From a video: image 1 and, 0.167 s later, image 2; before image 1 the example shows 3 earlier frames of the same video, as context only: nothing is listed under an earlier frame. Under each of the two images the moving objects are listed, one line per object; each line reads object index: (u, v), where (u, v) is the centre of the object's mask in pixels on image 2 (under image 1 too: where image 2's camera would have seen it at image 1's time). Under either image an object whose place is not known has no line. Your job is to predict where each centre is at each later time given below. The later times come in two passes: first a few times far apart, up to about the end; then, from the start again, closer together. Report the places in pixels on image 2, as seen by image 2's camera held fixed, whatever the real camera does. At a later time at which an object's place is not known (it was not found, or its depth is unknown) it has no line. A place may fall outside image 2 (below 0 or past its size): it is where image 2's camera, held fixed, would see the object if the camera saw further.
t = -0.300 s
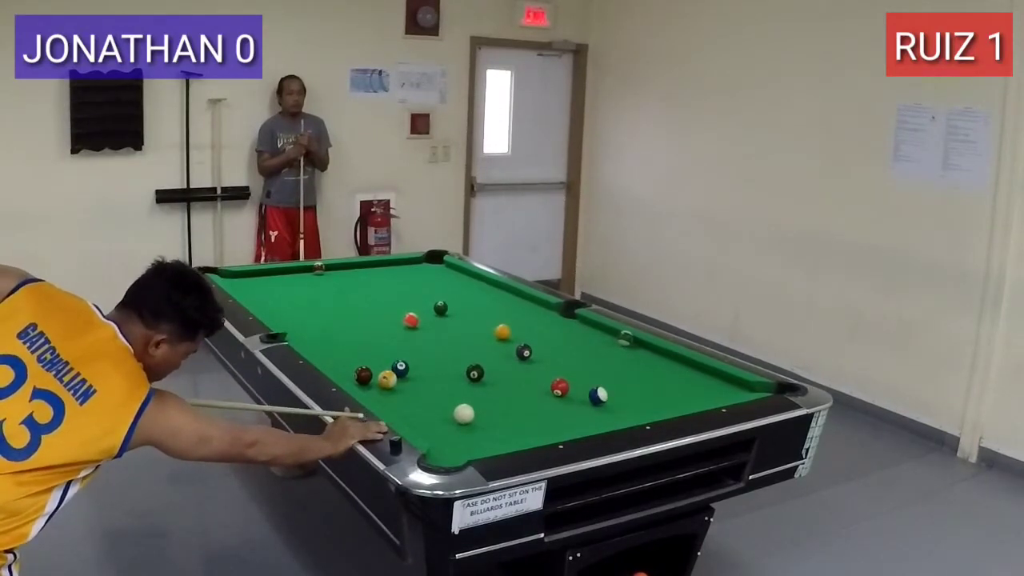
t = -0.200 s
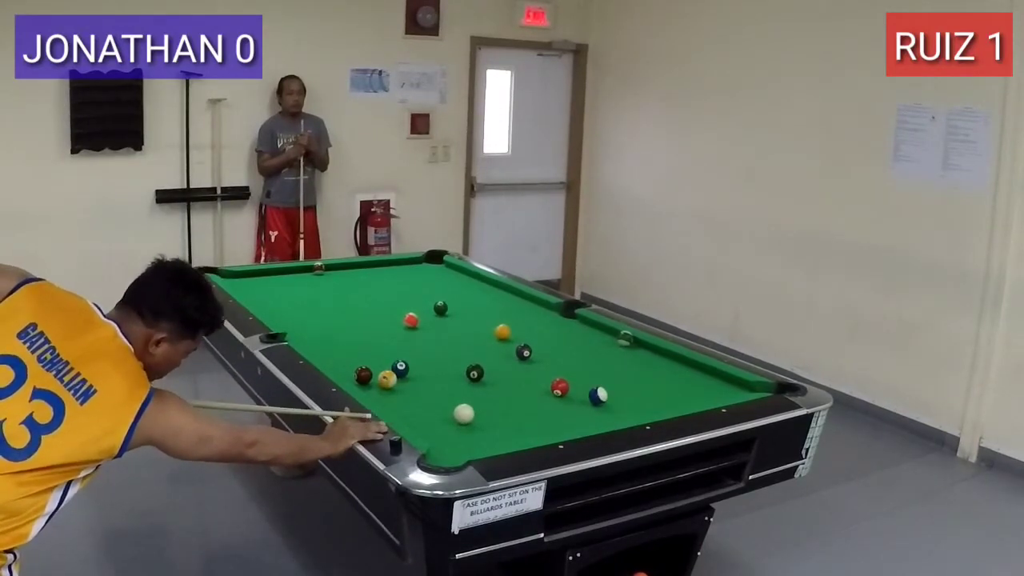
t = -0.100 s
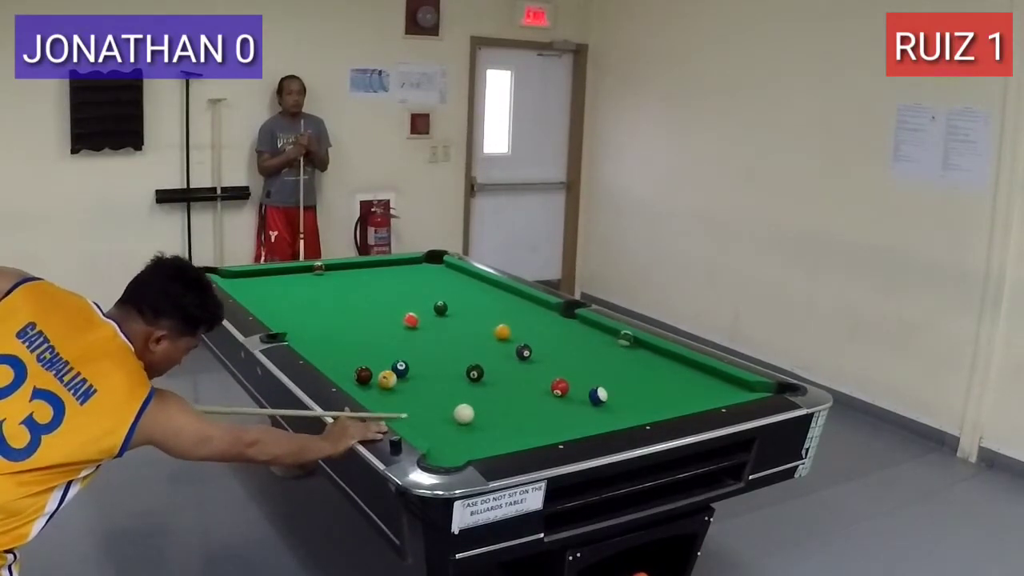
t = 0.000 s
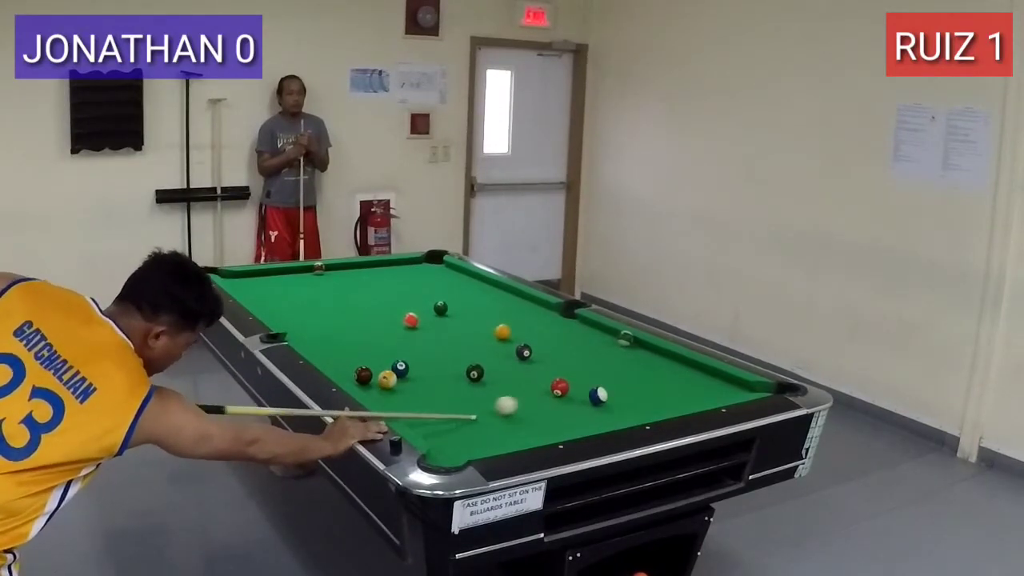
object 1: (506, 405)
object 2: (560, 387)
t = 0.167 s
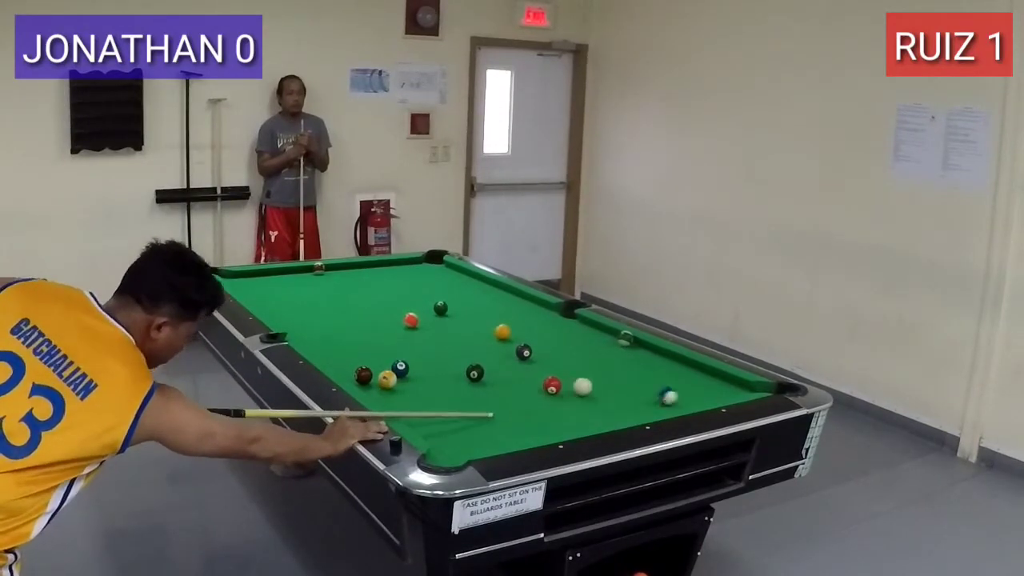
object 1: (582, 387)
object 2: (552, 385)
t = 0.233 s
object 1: (587, 382)
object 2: (544, 383)
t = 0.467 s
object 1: (601, 369)
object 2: (518, 377)
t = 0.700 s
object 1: (613, 358)
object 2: (494, 370)
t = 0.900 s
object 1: (622, 349)
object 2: (476, 362)
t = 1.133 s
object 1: (632, 342)
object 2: (456, 360)
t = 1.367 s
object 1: (627, 340)
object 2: (438, 356)
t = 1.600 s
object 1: (618, 340)
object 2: (423, 352)
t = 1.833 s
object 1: (611, 339)
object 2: (410, 343)
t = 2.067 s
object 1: (605, 338)
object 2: (399, 345)
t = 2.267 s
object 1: (601, 338)
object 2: (392, 343)
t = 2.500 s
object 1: (597, 337)
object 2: (384, 340)
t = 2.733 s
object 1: (595, 337)
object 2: (377, 338)
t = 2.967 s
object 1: (594, 337)
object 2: (372, 337)
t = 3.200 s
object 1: (594, 337)
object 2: (368, 336)
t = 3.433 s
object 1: (594, 337)
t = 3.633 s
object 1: (594, 336)
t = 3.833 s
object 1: (594, 336)
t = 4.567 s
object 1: (594, 337)
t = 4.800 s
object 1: (594, 337)
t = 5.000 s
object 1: (594, 336)
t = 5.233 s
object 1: (594, 336)
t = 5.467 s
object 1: (594, 336)
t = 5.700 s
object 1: (594, 337)
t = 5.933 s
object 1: (594, 337)
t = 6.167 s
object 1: (594, 337)
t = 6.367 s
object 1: (594, 337)
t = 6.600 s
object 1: (594, 337)
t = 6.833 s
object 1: (594, 337)
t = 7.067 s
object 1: (594, 337)
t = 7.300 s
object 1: (594, 337)
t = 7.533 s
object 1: (594, 337)
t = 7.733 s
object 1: (594, 337)
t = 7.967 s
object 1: (594, 337)
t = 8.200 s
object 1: (594, 337)
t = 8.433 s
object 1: (594, 337)
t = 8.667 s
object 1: (594, 337)
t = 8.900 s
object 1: (594, 337)
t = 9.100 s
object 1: (594, 337)
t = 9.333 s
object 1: (594, 336)
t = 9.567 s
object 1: (594, 337)
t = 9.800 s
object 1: (594, 337)
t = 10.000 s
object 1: (594, 337)
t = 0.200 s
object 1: (585, 384)
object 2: (548, 384)
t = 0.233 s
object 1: (587, 382)
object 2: (544, 383)
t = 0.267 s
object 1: (589, 380)
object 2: (540, 382)
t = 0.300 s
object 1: (592, 379)
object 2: (536, 381)
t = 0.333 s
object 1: (594, 377)
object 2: (532, 380)
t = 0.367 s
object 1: (595, 375)
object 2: (528, 379)
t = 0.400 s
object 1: (597, 373)
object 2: (525, 379)
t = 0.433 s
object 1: (599, 371)
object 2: (521, 378)
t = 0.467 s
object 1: (601, 369)
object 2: (518, 377)
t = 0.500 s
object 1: (603, 368)
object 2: (514, 376)
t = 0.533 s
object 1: (605, 366)
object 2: (511, 374)
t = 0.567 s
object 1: (606, 364)
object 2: (507, 374)
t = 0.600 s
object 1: (608, 362)
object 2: (504, 373)
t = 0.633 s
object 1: (610, 361)
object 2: (500, 371)
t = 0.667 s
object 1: (612, 359)
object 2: (497, 371)
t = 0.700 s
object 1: (613, 358)
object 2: (494, 370)
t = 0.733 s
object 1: (615, 356)
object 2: (491, 369)
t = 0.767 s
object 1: (616, 355)
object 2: (489, 368)
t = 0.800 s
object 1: (618, 353)
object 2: (486, 367)
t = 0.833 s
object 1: (619, 352)
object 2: (483, 365)
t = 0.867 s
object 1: (621, 350)
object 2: (481, 364)
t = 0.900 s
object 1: (622, 349)
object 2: (476, 362)
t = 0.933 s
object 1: (624, 347)
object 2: (472, 361)
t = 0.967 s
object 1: (625, 346)
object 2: (469, 362)
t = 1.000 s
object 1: (626, 345)
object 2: (466, 362)
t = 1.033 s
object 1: (627, 343)
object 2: (465, 362)
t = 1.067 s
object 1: (629, 342)
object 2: (462, 361)
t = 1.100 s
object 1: (630, 342)
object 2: (459, 361)
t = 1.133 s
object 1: (632, 342)
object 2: (456, 360)
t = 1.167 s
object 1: (634, 341)
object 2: (453, 360)
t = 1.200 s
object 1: (635, 341)
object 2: (451, 359)
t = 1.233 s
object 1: (633, 341)
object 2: (448, 358)
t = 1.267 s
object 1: (632, 341)
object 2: (446, 357)
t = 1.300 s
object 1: (630, 341)
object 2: (443, 357)
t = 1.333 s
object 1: (629, 341)
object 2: (441, 356)
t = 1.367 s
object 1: (627, 340)
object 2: (438, 356)
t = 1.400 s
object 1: (626, 340)
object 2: (436, 355)
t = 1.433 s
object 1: (624, 340)
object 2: (434, 355)
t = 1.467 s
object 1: (623, 340)
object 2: (432, 354)
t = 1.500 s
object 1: (622, 340)
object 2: (430, 354)
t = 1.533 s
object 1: (620, 340)
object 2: (428, 353)
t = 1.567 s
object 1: (619, 340)
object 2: (426, 353)
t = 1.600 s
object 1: (618, 340)
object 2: (423, 352)
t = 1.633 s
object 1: (617, 340)
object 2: (422, 351)
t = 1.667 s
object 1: (616, 340)
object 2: (420, 351)
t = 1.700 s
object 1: (615, 340)
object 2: (418, 350)
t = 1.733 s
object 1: (614, 339)
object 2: (416, 349)
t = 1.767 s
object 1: (613, 339)
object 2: (414, 349)
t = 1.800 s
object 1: (612, 339)
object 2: (412, 347)
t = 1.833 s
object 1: (611, 339)
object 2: (410, 343)
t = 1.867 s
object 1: (610, 339)
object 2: (409, 350)
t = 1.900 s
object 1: (609, 339)
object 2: (407, 347)
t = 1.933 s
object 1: (608, 339)
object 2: (406, 347)
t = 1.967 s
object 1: (607, 339)
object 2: (404, 346)
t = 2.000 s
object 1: (606, 339)
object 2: (403, 346)
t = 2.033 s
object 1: (605, 338)
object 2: (401, 345)
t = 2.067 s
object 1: (605, 338)
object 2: (399, 345)
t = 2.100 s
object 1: (604, 338)
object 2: (398, 345)
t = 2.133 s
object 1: (603, 338)
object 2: (397, 344)
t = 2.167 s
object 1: (603, 338)
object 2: (395, 344)
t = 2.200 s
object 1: (602, 338)
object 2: (394, 344)
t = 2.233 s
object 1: (601, 338)
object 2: (393, 343)
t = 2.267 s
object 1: (601, 338)
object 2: (392, 343)
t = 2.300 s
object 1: (600, 338)
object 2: (390, 342)
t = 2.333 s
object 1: (600, 338)
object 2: (389, 342)
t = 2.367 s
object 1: (599, 338)
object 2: (388, 342)
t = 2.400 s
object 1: (598, 337)
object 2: (387, 342)
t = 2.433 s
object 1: (598, 337)
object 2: (386, 341)
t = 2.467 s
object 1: (598, 337)
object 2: (385, 341)
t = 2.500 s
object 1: (597, 337)
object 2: (384, 340)
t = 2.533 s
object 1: (597, 337)
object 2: (382, 340)
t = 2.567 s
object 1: (596, 337)
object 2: (382, 340)
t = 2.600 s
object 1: (596, 337)
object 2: (381, 339)
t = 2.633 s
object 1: (595, 337)
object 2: (380, 339)
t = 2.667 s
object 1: (595, 337)
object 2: (379, 339)
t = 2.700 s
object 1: (595, 337)
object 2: (378, 339)
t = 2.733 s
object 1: (595, 337)
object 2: (377, 338)
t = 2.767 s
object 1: (595, 337)
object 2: (376, 338)
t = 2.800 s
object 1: (594, 337)
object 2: (375, 338)
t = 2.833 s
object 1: (594, 337)
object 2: (375, 338)
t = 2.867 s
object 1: (594, 337)
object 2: (374, 338)
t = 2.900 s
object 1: (594, 337)
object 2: (373, 338)
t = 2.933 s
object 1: (594, 337)
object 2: (373, 337)
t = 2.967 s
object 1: (594, 337)
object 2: (372, 337)
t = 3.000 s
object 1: (594, 337)
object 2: (371, 337)
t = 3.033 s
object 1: (594, 337)
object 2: (371, 337)
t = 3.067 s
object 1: (594, 337)
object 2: (370, 336)
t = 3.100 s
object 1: (594, 337)
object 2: (370, 336)
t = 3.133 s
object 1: (594, 337)
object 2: (369, 336)
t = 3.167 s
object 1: (594, 337)
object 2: (369, 336)
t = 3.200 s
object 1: (594, 337)
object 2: (368, 336)
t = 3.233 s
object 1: (594, 337)
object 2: (368, 336)
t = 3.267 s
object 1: (594, 337)
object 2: (367, 336)
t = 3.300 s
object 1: (594, 337)
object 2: (367, 335)
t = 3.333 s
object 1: (594, 337)
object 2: (367, 335)
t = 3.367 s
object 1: (594, 337)
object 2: (367, 335)
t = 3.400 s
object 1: (594, 337)
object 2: (370, 335)
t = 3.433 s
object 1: (594, 337)
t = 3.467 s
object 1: (594, 337)
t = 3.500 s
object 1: (594, 337)
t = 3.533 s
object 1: (594, 337)
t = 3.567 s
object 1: (594, 337)
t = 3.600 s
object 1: (594, 336)
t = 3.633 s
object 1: (594, 336)
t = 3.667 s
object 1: (594, 336)
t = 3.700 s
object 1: (594, 337)
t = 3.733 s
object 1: (594, 336)
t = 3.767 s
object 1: (594, 336)
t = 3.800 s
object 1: (594, 336)
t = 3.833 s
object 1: (594, 336)
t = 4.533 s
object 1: (594, 337)
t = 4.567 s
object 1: (594, 337)
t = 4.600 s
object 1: (594, 337)
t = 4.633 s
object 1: (594, 337)
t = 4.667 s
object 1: (594, 337)
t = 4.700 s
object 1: (594, 337)
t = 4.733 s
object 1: (594, 336)
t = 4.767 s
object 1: (594, 336)
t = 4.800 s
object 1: (594, 337)
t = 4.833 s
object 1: (594, 336)
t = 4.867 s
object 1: (594, 337)
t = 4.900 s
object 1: (594, 337)
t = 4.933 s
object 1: (594, 337)
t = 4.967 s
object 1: (594, 337)
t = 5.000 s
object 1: (594, 336)
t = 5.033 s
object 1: (594, 337)
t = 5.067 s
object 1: (594, 337)
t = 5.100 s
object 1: (594, 336)
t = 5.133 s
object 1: (594, 336)
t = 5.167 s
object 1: (594, 336)
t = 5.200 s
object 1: (594, 336)
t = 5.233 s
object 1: (594, 336)
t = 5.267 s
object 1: (594, 336)
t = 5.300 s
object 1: (594, 336)
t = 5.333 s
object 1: (594, 336)
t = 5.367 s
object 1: (594, 337)
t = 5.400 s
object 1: (594, 336)
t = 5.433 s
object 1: (594, 336)
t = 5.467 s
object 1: (594, 336)
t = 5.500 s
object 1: (594, 336)
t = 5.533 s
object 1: (594, 336)
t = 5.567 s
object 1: (594, 336)
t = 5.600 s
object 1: (594, 336)
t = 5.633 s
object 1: (594, 336)
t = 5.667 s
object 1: (594, 336)
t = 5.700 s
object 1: (594, 337)
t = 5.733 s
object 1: (594, 337)
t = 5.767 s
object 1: (594, 337)
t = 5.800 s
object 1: (594, 337)
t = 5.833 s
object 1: (594, 336)
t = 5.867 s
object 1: (594, 337)
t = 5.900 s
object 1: (594, 337)
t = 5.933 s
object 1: (594, 337)
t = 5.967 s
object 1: (594, 337)
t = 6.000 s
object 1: (594, 337)
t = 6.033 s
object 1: (594, 337)
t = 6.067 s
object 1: (594, 337)
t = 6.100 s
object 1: (594, 337)
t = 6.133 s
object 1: (594, 337)
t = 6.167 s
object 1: (594, 337)
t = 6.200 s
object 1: (594, 337)
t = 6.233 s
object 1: (594, 337)
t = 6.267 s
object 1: (594, 337)
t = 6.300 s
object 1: (594, 337)
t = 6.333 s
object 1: (594, 337)
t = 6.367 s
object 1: (594, 337)
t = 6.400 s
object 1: (594, 337)
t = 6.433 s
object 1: (594, 337)
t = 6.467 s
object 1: (594, 337)
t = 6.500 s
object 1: (594, 337)
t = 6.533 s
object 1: (594, 337)
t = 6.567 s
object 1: (594, 337)
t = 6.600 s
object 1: (594, 337)
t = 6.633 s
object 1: (594, 337)
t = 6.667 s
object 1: (594, 337)
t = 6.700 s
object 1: (594, 337)
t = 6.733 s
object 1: (594, 337)
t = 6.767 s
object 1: (594, 337)
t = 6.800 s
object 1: (594, 337)
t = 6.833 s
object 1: (594, 337)
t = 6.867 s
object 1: (594, 337)
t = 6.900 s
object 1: (594, 337)
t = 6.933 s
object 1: (594, 337)
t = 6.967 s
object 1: (594, 337)
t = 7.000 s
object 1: (594, 337)
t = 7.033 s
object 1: (594, 337)
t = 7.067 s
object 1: (594, 337)
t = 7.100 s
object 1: (594, 337)
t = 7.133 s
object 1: (594, 337)
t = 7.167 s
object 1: (594, 337)
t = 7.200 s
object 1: (594, 337)
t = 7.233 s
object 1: (594, 337)
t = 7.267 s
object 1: (594, 337)
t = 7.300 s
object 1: (594, 337)
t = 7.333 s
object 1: (594, 337)
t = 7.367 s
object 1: (594, 337)
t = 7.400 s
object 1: (594, 337)
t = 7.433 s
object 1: (594, 337)
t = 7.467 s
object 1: (594, 337)
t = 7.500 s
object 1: (594, 337)
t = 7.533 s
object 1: (594, 337)
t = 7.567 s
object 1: (594, 337)
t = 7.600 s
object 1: (594, 337)
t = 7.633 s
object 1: (594, 337)
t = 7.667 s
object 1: (594, 337)
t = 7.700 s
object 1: (594, 337)
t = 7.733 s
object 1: (594, 337)
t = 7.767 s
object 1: (594, 337)
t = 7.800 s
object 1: (594, 337)
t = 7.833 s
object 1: (594, 337)
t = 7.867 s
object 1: (594, 337)
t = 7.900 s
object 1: (594, 337)
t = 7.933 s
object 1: (594, 337)
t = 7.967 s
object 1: (594, 337)
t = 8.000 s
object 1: (594, 337)
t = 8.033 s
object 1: (594, 337)
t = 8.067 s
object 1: (594, 337)
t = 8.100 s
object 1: (594, 337)
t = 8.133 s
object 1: (594, 337)
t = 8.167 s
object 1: (594, 337)
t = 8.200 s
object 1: (594, 337)
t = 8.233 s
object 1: (594, 337)
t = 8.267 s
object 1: (594, 337)
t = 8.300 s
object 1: (594, 337)
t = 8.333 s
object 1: (594, 337)
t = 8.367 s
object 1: (594, 337)
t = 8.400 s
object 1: (594, 337)
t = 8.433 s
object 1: (594, 337)
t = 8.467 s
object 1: (594, 337)
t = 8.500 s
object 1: (594, 337)
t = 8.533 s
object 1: (594, 337)
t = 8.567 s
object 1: (594, 337)
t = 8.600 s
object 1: (594, 337)
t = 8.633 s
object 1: (594, 337)
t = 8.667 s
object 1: (594, 337)
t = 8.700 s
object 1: (594, 337)
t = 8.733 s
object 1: (594, 337)
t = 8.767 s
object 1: (594, 337)
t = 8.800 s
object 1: (594, 337)
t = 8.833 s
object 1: (594, 337)
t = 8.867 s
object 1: (594, 337)
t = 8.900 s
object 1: (594, 337)
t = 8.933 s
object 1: (594, 337)
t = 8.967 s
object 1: (594, 337)
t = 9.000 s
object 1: (594, 337)
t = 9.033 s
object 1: (594, 336)
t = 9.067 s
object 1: (594, 337)
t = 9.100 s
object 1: (594, 337)
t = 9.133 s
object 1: (594, 337)
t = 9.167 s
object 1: (594, 336)
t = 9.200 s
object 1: (594, 336)
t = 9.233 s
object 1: (594, 336)
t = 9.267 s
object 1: (594, 336)
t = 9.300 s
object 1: (594, 336)
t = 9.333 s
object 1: (594, 336)
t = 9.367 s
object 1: (594, 336)
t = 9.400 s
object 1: (594, 336)
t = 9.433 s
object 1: (594, 336)
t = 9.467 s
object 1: (594, 336)
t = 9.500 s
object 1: (594, 337)
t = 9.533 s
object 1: (594, 337)
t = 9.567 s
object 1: (594, 337)
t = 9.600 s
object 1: (594, 336)
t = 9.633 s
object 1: (594, 337)
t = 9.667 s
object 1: (594, 337)
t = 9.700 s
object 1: (594, 337)
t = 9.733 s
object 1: (594, 336)
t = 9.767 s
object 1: (594, 336)
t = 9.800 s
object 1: (594, 337)
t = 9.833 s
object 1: (594, 337)
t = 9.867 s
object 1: (594, 337)
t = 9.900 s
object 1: (594, 337)
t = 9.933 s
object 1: (594, 337)
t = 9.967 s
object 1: (594, 337)
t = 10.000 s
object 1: (594, 337)
